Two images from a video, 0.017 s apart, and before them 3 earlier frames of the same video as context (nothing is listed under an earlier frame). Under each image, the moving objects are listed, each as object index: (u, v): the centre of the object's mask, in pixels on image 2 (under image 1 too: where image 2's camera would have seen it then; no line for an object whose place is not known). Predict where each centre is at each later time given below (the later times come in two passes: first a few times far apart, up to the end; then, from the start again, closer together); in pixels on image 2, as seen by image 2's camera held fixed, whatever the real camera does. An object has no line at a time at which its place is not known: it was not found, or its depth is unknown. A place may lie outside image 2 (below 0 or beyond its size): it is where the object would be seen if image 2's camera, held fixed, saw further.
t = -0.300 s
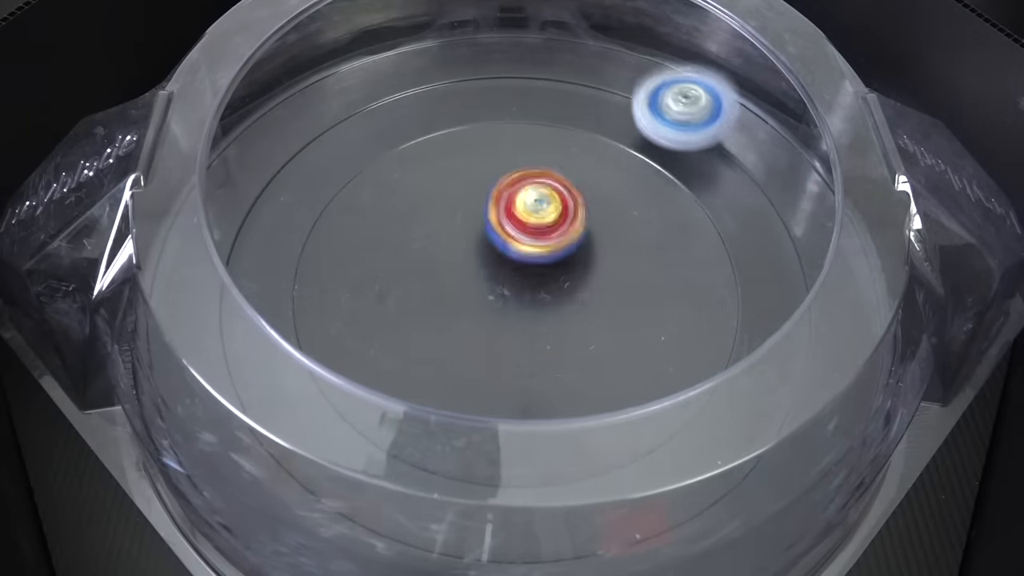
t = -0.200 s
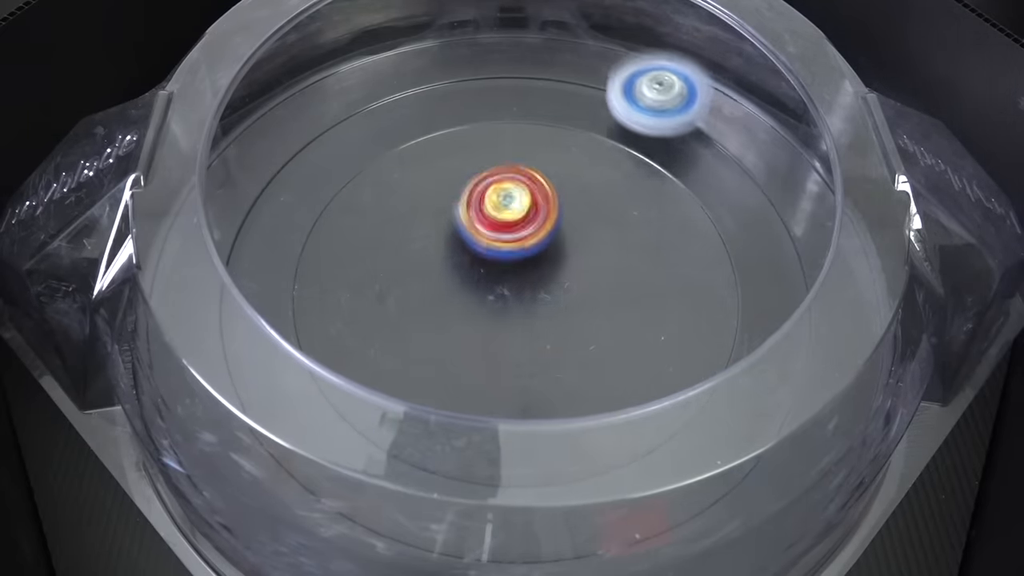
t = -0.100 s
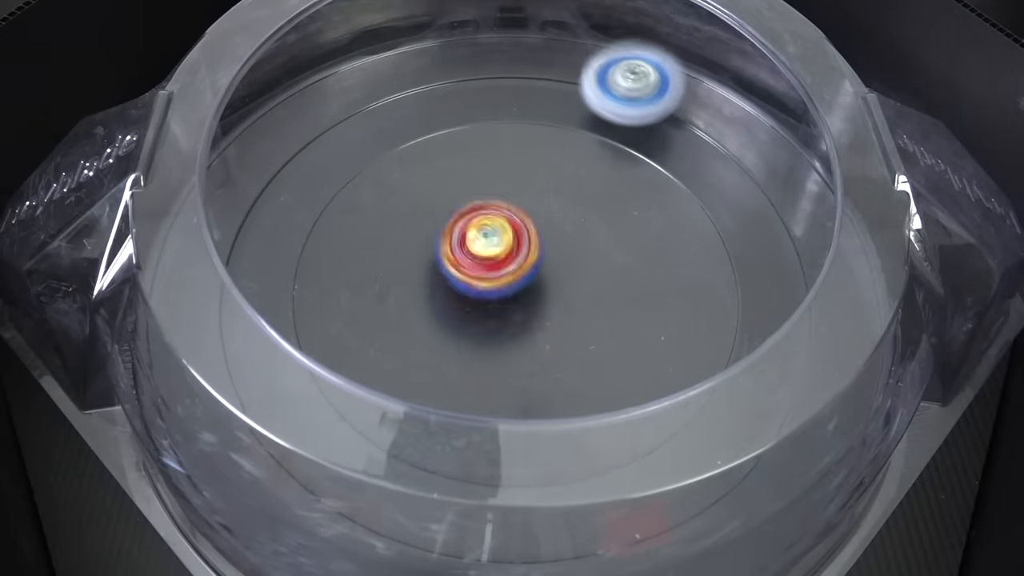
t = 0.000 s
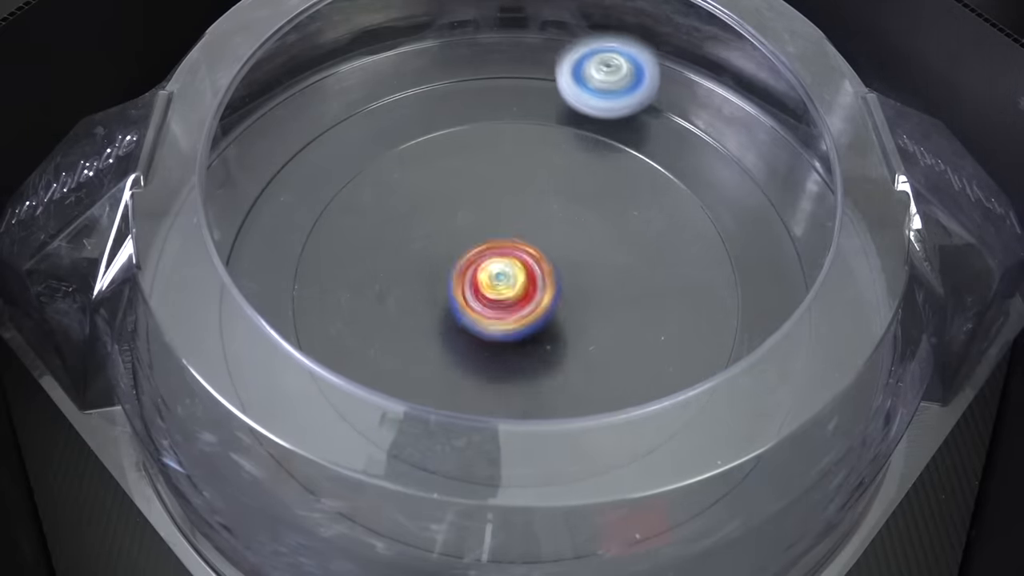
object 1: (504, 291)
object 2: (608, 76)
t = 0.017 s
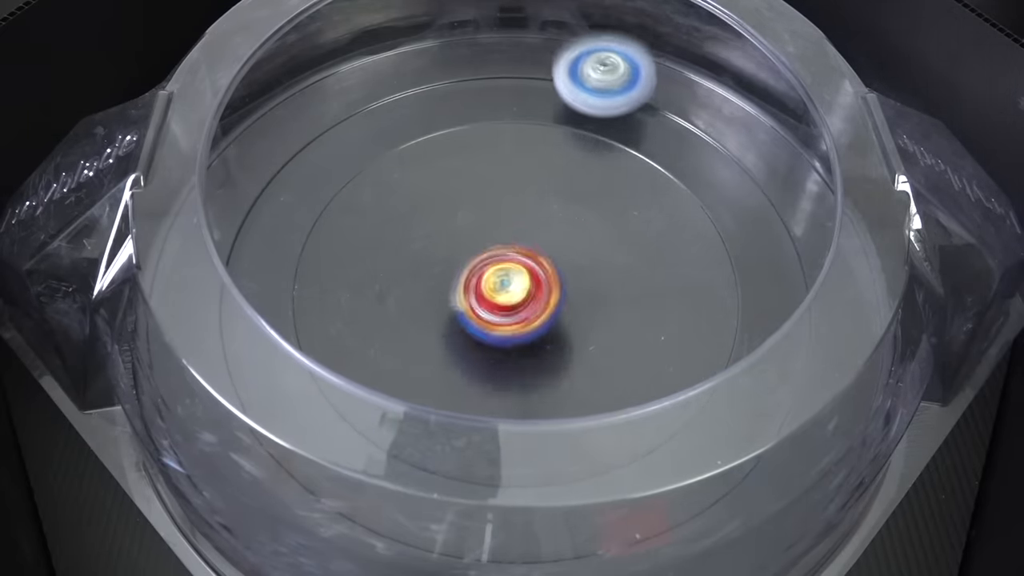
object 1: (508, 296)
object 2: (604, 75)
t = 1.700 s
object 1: (327, 313)
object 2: (630, 262)
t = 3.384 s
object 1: (409, 251)
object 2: (609, 266)
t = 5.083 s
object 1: (571, 300)
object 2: (406, 290)
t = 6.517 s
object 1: (520, 331)
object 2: (520, 242)
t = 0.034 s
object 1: (512, 302)
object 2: (600, 75)
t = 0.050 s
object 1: (518, 305)
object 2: (597, 74)
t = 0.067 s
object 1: (524, 310)
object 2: (592, 74)
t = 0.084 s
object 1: (529, 313)
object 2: (589, 73)
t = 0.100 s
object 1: (535, 317)
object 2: (585, 72)
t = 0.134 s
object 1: (547, 320)
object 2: (578, 72)
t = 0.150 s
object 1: (553, 324)
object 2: (573, 72)
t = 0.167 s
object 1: (557, 325)
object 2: (570, 71)
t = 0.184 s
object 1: (564, 325)
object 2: (566, 72)
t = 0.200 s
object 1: (568, 327)
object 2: (564, 72)
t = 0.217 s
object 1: (574, 325)
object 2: (559, 73)
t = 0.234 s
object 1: (580, 326)
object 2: (556, 73)
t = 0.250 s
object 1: (583, 325)
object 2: (553, 73)
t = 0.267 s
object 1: (590, 323)
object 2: (549, 74)
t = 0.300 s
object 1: (598, 319)
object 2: (543, 77)
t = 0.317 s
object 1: (605, 317)
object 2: (540, 77)
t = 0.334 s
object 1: (606, 314)
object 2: (536, 78)
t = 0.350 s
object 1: (610, 309)
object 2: (534, 80)
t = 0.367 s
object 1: (613, 306)
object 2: (530, 82)
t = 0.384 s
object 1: (610, 301)
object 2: (528, 82)
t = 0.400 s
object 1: (611, 296)
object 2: (525, 84)
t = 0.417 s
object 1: (608, 294)
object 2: (522, 86)
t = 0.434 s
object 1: (603, 289)
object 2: (519, 89)
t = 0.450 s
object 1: (599, 286)
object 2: (516, 90)
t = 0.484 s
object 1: (585, 280)
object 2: (512, 97)
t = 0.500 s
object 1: (577, 278)
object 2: (511, 102)
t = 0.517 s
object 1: (567, 276)
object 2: (511, 109)
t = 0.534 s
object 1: (560, 276)
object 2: (513, 116)
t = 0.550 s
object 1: (552, 276)
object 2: (515, 124)
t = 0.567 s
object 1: (542, 274)
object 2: (519, 131)
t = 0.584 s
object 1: (536, 276)
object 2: (522, 140)
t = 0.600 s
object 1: (526, 277)
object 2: (526, 147)
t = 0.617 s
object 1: (520, 278)
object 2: (530, 157)
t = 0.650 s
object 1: (505, 282)
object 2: (539, 175)
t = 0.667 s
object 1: (501, 285)
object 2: (544, 185)
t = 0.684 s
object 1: (493, 288)
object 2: (549, 196)
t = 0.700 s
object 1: (487, 289)
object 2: (553, 206)
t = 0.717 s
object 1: (480, 296)
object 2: (559, 214)
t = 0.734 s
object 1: (468, 301)
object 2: (566, 221)
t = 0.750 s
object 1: (462, 305)
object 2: (573, 228)
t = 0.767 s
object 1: (455, 311)
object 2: (577, 237)
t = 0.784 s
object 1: (449, 314)
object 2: (581, 244)
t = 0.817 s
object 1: (443, 322)
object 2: (584, 261)
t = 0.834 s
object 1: (440, 325)
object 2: (585, 270)
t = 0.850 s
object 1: (440, 329)
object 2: (584, 277)
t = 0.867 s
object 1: (436, 332)
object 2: (583, 286)
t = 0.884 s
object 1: (435, 335)
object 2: (580, 294)
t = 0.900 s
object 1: (434, 339)
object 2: (578, 303)
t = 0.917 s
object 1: (431, 341)
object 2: (573, 312)
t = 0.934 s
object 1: (432, 345)
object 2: (570, 319)
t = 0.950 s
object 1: (430, 349)
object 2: (564, 327)
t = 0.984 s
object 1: (430, 355)
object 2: (552, 339)
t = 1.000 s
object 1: (424, 358)
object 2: (550, 342)
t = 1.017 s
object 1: (407, 357)
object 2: (559, 343)
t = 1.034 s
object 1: (397, 360)
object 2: (569, 342)
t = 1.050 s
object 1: (380, 366)
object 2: (576, 341)
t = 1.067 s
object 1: (370, 369)
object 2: (583, 340)
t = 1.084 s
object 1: (360, 375)
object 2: (587, 339)
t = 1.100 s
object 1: (352, 377)
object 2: (592, 338)
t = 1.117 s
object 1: (349, 377)
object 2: (593, 337)
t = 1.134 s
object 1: (345, 383)
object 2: (595, 338)
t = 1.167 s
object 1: (345, 384)
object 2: (594, 338)
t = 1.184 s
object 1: (345, 388)
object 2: (591, 339)
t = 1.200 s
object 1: (347, 387)
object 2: (590, 340)
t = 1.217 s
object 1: (352, 389)
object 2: (587, 341)
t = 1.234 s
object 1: (355, 393)
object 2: (584, 342)
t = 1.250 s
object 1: (362, 389)
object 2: (580, 344)
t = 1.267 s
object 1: (366, 393)
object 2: (577, 346)
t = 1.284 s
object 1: (370, 392)
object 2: (573, 348)
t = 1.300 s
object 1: (379, 385)
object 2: (569, 350)
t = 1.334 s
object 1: (388, 384)
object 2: (559, 354)
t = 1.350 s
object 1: (397, 377)
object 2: (552, 356)
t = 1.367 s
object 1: (405, 370)
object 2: (546, 358)
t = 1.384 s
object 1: (410, 365)
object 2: (540, 358)
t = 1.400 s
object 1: (404, 360)
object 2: (541, 354)
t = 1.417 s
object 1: (392, 360)
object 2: (554, 346)
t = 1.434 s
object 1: (373, 361)
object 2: (565, 336)
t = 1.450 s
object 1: (365, 358)
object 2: (575, 327)
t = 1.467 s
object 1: (359, 349)
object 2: (584, 318)
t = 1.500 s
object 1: (336, 348)
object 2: (597, 304)
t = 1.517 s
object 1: (338, 340)
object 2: (601, 299)
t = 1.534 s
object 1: (333, 334)
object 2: (605, 293)
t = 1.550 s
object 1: (321, 340)
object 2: (608, 288)
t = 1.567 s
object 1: (327, 331)
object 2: (612, 283)
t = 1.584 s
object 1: (320, 333)
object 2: (616, 280)
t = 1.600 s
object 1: (326, 327)
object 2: (618, 277)
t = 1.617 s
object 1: (323, 324)
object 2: (620, 275)
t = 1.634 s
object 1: (325, 322)
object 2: (621, 272)
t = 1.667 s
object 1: (324, 317)
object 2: (625, 266)
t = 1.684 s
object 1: (326, 314)
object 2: (628, 264)
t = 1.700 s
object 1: (327, 313)
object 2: (630, 262)
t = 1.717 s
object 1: (328, 307)
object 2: (630, 261)
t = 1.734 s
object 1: (332, 303)
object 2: (631, 259)
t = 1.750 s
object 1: (335, 300)
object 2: (631, 256)
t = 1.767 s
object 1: (339, 293)
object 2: (632, 253)
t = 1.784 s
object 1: (344, 290)
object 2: (633, 251)
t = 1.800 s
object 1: (347, 286)
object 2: (633, 250)
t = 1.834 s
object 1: (359, 277)
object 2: (632, 247)
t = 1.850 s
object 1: (363, 273)
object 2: (631, 244)
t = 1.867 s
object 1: (371, 268)
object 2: (630, 242)
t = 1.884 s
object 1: (376, 266)
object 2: (630, 241)
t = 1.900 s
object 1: (381, 262)
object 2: (629, 239)
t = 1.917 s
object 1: (389, 258)
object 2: (627, 238)
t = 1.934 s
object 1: (395, 257)
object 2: (625, 236)
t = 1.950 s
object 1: (401, 252)
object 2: (622, 234)
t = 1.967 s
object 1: (408, 250)
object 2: (620, 232)
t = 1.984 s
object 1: (415, 249)
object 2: (617, 231)
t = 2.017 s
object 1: (430, 244)
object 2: (612, 229)
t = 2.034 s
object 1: (437, 242)
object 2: (607, 228)
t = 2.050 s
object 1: (445, 239)
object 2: (604, 228)
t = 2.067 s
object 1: (453, 239)
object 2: (599, 228)
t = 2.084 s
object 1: (460, 238)
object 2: (596, 228)
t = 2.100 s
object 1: (468, 236)
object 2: (591, 228)
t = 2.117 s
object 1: (474, 236)
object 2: (585, 230)
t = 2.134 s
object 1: (474, 236)
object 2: (585, 230)
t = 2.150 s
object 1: (471, 236)
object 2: (589, 229)
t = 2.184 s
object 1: (465, 238)
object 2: (592, 230)
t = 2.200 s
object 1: (468, 240)
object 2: (589, 232)
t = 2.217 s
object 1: (467, 242)
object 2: (585, 233)
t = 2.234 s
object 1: (469, 242)
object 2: (582, 235)
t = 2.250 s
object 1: (468, 244)
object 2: (585, 237)
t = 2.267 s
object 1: (462, 247)
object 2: (589, 239)
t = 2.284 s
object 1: (458, 248)
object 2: (592, 239)
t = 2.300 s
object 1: (457, 252)
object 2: (597, 241)
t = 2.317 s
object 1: (455, 255)
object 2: (598, 245)
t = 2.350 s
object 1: (461, 264)
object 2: (596, 252)
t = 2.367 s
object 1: (464, 268)
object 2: (596, 256)
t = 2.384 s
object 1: (471, 272)
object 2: (594, 262)
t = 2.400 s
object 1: (474, 276)
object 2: (591, 266)
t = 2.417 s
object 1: (461, 277)
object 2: (604, 265)
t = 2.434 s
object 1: (452, 280)
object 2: (616, 268)
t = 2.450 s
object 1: (441, 284)
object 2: (626, 270)
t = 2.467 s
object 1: (432, 284)
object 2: (633, 272)
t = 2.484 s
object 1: (429, 288)
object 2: (642, 274)
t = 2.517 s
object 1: (420, 295)
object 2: (644, 281)
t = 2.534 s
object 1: (422, 299)
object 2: (647, 284)
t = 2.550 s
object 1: (421, 305)
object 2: (647, 290)
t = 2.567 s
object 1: (419, 308)
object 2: (645, 294)
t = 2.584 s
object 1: (424, 313)
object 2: (645, 297)
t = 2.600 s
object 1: (426, 319)
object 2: (643, 302)
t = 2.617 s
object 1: (428, 322)
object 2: (637, 306)
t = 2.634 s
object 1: (435, 326)
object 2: (634, 309)
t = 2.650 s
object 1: (440, 332)
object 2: (630, 313)
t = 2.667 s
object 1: (445, 334)
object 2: (622, 315)
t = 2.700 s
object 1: (461, 338)
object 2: (613, 320)
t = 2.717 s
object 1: (467, 339)
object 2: (604, 322)
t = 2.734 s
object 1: (476, 337)
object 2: (598, 322)
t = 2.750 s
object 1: (475, 340)
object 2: (602, 323)
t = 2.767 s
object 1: (472, 338)
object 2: (600, 321)
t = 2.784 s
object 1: (475, 336)
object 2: (601, 319)
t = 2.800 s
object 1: (478, 336)
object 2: (600, 319)
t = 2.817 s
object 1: (475, 334)
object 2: (599, 319)
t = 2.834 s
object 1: (455, 330)
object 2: (618, 312)
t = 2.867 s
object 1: (421, 324)
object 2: (649, 301)
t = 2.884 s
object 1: (403, 318)
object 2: (662, 298)
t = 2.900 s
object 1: (393, 314)
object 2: (670, 293)
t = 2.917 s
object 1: (383, 311)
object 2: (681, 289)
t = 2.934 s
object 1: (375, 308)
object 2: (683, 288)
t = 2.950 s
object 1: (366, 304)
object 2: (692, 284)
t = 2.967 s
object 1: (364, 302)
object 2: (692, 284)
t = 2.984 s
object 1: (361, 302)
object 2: (694, 281)
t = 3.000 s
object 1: (356, 299)
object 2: (697, 281)
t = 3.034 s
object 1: (354, 296)
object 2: (701, 278)
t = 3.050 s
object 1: (352, 295)
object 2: (698, 279)
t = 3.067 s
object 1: (350, 292)
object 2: (701, 275)
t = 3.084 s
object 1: (352, 289)
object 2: (700, 276)
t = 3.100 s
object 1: (351, 289)
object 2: (699, 271)
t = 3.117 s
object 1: (350, 287)
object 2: (700, 271)
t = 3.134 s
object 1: (349, 282)
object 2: (695, 268)
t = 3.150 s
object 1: (352, 280)
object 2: (695, 265)
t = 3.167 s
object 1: (352, 278)
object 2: (687, 266)
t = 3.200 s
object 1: (356, 270)
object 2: (679, 264)
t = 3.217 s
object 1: (361, 268)
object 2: (674, 261)
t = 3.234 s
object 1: (363, 267)
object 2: (669, 263)
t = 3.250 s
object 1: (365, 263)
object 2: (660, 261)
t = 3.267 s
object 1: (371, 259)
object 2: (657, 261)
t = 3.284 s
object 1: (376, 259)
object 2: (647, 262)
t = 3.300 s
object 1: (380, 258)
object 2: (643, 261)
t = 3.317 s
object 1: (385, 255)
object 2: (635, 264)
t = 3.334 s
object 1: (393, 254)
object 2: (628, 263)
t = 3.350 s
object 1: (397, 254)
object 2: (622, 265)
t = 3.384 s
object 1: (409, 251)
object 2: (609, 266)
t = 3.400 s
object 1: (417, 252)
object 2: (599, 268)
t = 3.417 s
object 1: (423, 254)
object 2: (594, 269)
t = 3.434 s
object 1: (429, 254)
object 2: (586, 272)
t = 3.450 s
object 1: (436, 253)
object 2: (578, 272)
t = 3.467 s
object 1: (446, 256)
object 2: (573, 276)
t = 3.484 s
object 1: (451, 258)
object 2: (565, 276)
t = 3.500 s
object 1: (456, 257)
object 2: (564, 278)
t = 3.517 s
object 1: (454, 255)
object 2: (569, 283)
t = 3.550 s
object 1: (432, 248)
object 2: (604, 293)
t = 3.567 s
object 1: (424, 245)
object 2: (622, 296)
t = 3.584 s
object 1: (419, 240)
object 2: (634, 301)
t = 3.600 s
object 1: (416, 240)
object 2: (646, 303)
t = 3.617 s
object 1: (414, 241)
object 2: (654, 309)
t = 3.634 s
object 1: (413, 241)
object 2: (663, 310)
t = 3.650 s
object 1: (414, 240)
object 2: (667, 315)
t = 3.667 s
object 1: (420, 243)
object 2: (671, 317)
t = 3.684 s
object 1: (423, 247)
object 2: (672, 320)
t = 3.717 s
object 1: (431, 254)
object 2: (671, 325)
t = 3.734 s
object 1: (438, 258)
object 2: (672, 327)
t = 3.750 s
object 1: (442, 264)
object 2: (670, 330)
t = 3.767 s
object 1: (447, 269)
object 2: (671, 332)
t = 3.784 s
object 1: (452, 272)
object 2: (669, 335)
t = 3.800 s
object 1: (459, 275)
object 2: (668, 336)
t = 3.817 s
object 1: (464, 281)
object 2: (666, 339)
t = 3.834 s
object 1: (471, 287)
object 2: (665, 340)
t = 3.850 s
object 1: (476, 289)
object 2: (661, 343)
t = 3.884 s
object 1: (491, 296)
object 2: (656, 346)
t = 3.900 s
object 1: (499, 299)
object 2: (657, 346)
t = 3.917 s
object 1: (507, 300)
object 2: (650, 349)
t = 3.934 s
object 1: (515, 301)
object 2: (651, 350)
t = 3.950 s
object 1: (526, 302)
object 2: (643, 353)
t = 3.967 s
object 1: (532, 303)
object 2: (642, 353)
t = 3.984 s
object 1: (538, 301)
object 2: (633, 356)
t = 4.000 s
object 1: (545, 298)
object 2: (632, 355)
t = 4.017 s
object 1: (550, 292)
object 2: (624, 356)
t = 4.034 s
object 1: (555, 291)
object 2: (623, 354)
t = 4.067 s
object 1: (555, 284)
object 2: (622, 359)
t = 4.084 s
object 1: (551, 277)
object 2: (621, 358)
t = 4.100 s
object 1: (551, 272)
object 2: (617, 361)
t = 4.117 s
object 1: (550, 269)
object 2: (618, 360)
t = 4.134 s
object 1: (549, 265)
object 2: (609, 361)
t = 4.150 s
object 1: (547, 262)
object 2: (608, 363)
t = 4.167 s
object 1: (545, 257)
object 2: (604, 361)
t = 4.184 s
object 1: (545, 254)
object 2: (597, 362)
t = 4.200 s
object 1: (545, 252)
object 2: (596, 361)
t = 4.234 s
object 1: (542, 248)
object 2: (585, 363)
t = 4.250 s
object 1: (540, 244)
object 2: (580, 360)
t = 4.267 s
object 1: (540, 242)
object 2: (573, 361)
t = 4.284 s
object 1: (539, 240)
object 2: (572, 359)
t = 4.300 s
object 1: (537, 239)
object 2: (563, 358)
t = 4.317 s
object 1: (535, 238)
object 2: (560, 360)
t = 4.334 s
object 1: (531, 235)
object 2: (555, 356)
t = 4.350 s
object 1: (529, 233)
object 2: (549, 358)
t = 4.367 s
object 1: (526, 235)
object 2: (547, 354)
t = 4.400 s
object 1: (519, 239)
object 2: (537, 354)
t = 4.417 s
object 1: (515, 240)
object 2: (531, 349)
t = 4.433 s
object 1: (514, 242)
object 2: (525, 350)
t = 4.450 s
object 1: (512, 245)
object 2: (521, 346)
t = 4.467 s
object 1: (511, 248)
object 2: (513, 345)
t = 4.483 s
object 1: (509, 250)
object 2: (511, 343)
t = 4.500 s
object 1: (508, 250)
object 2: (503, 341)
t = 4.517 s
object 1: (509, 250)
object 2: (500, 343)
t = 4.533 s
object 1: (510, 251)
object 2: (495, 340)
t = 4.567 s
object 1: (511, 253)
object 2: (482, 346)
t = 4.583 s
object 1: (511, 251)
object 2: (471, 346)
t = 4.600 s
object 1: (512, 252)
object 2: (458, 352)
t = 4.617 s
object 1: (514, 252)
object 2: (453, 357)
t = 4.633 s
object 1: (514, 252)
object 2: (446, 351)
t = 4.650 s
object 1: (514, 252)
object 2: (436, 350)
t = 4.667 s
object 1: (514, 254)
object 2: (433, 350)
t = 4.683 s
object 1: (515, 254)
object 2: (428, 347)
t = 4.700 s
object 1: (516, 254)
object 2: (423, 345)
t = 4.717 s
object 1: (517, 255)
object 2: (423, 341)
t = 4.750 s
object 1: (519, 259)
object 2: (416, 336)
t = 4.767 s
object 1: (520, 261)
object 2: (419, 334)
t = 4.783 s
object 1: (521, 263)
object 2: (418, 328)
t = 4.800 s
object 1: (523, 265)
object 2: (414, 326)
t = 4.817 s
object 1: (525, 267)
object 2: (417, 326)
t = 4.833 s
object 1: (525, 269)
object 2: (418, 321)
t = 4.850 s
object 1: (527, 271)
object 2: (414, 319)
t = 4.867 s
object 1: (527, 274)
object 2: (417, 319)
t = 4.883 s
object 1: (527, 276)
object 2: (419, 314)
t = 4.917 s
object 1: (532, 280)
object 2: (418, 310)
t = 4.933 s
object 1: (531, 283)
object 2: (423, 307)
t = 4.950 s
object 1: (532, 286)
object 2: (419, 304)
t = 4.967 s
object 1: (535, 287)
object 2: (417, 306)
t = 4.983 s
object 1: (535, 288)
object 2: (422, 304)
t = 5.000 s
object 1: (538, 289)
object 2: (421, 301)
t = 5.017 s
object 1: (540, 291)
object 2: (421, 302)
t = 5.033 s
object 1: (541, 294)
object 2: (428, 300)
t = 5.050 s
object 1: (545, 296)
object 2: (425, 294)
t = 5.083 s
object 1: (571, 300)
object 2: (406, 290)
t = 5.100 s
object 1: (579, 300)
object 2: (403, 285)
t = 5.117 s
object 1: (588, 298)
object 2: (396, 283)
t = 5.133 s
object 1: (597, 298)
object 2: (393, 285)
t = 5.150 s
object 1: (604, 299)
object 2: (397, 284)
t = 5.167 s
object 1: (606, 300)
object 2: (398, 279)
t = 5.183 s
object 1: (610, 300)
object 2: (396, 276)
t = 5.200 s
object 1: (612, 300)
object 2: (397, 277)
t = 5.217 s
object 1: (614, 301)
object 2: (402, 274)
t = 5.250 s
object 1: (613, 301)
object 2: (401, 267)
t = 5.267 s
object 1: (612, 301)
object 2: (405, 267)
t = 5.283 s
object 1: (610, 302)
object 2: (410, 264)
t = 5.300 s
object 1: (608, 301)
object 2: (409, 262)
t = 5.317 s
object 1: (606, 301)
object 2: (409, 263)
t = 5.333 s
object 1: (603, 301)
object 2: (416, 263)
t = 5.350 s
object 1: (600, 299)
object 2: (421, 259)
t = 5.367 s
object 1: (597, 299)
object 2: (420, 258)
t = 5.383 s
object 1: (593, 298)
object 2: (422, 257)
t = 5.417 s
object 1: (589, 297)
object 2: (433, 254)
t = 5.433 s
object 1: (583, 297)
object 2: (434, 253)
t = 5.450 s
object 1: (578, 297)
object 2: (440, 254)
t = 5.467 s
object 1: (574, 298)
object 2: (450, 252)
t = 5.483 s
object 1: (567, 299)
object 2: (453, 251)
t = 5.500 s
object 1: (561, 300)
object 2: (455, 251)
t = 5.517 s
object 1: (555, 301)
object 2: (462, 252)
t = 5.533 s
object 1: (548, 303)
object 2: (471, 249)
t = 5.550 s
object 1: (543, 303)
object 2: (473, 248)
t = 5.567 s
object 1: (539, 306)
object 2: (474, 247)
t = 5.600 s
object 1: (534, 313)
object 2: (487, 241)
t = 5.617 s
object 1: (532, 317)
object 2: (488, 237)
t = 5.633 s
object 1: (531, 320)
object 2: (487, 236)
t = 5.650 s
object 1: (532, 324)
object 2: (489, 235)
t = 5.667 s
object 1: (532, 325)
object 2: (494, 231)
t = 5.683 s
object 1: (530, 327)
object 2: (498, 226)
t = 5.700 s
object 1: (528, 329)
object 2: (498, 224)
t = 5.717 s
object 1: (526, 329)
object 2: (498, 225)
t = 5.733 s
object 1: (525, 329)
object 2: (500, 226)
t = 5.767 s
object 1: (524, 328)
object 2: (503, 223)
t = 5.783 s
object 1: (523, 328)
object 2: (501, 224)
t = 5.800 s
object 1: (522, 328)
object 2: (501, 227)
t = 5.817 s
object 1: (522, 328)
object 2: (504, 230)
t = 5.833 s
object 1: (522, 327)
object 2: (507, 232)
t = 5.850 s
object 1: (523, 327)
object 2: (509, 234)
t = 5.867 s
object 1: (525, 328)
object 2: (510, 236)
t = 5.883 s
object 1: (526, 328)
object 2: (513, 239)
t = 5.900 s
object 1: (528, 329)
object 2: (514, 238)
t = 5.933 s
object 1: (533, 331)
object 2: (509, 236)
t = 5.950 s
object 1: (533, 331)
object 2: (507, 237)
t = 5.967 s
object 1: (534, 331)
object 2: (506, 241)
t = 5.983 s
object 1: (533, 331)
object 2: (507, 243)
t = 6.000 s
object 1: (532, 331)
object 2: (508, 244)
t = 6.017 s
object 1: (532, 330)
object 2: (509, 243)
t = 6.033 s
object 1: (531, 330)
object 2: (507, 242)
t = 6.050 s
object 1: (530, 329)
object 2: (506, 242)
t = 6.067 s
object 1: (528, 328)
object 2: (505, 243)
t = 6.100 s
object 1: (521, 325)
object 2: (511, 246)
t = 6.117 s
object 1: (519, 325)
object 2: (516, 248)
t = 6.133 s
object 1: (517, 326)
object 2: (519, 248)
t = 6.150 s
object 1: (515, 326)
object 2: (520, 248)
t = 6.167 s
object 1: (515, 326)
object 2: (518, 248)
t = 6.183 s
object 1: (515, 326)
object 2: (515, 249)
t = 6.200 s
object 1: (516, 327)
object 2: (515, 250)
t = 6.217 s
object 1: (517, 328)
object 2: (515, 249)
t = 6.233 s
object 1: (517, 329)
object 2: (516, 248)
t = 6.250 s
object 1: (518, 329)
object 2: (518, 248)
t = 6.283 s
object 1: (518, 329)
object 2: (522, 248)
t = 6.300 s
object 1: (518, 329)
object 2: (523, 247)
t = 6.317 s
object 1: (517, 329)
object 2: (525, 247)
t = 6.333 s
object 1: (517, 329)
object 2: (525, 246)
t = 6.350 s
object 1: (516, 329)
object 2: (525, 246)
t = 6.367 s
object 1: (516, 329)
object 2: (525, 244)
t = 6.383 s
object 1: (516, 329)
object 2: (524, 244)
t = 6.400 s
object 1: (517, 329)
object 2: (523, 243)
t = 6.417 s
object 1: (518, 330)
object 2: (523, 243)
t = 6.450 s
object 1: (519, 331)
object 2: (522, 243)
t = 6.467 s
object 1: (520, 331)
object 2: (522, 242)
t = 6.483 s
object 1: (520, 331)
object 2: (521, 241)
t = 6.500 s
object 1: (520, 331)
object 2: (520, 241)
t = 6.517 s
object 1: (520, 331)
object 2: (520, 242)
